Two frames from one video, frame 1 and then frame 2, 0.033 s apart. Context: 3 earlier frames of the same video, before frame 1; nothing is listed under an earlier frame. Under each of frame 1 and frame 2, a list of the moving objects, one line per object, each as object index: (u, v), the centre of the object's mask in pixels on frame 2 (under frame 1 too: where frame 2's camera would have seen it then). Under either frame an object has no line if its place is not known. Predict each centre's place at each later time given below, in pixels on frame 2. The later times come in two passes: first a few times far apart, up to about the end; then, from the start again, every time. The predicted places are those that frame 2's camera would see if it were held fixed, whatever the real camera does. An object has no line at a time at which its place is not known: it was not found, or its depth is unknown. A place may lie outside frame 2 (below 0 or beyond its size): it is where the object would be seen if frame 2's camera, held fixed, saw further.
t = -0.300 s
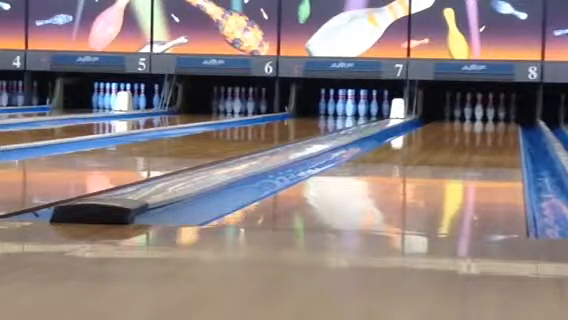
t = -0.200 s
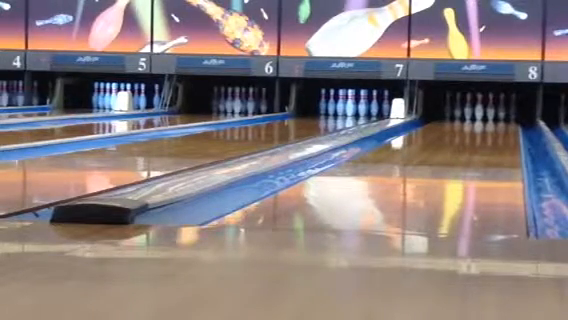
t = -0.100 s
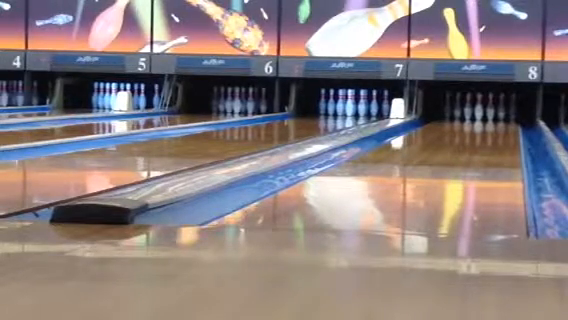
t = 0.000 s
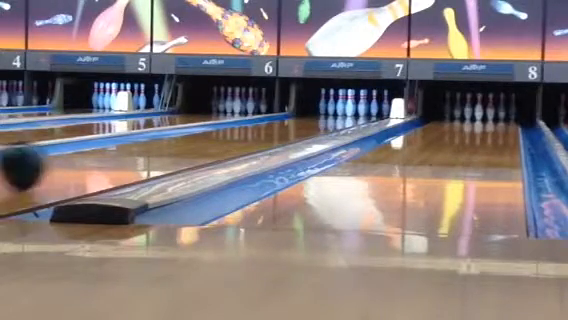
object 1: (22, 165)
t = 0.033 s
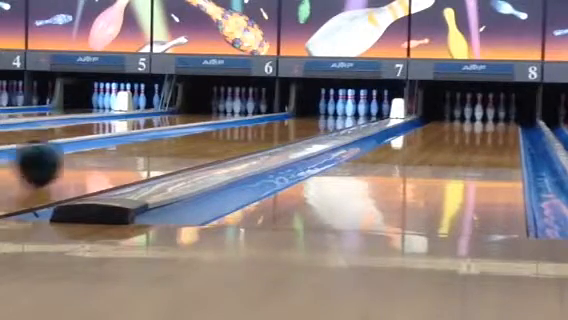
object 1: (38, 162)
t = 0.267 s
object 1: (132, 148)
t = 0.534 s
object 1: (201, 137)
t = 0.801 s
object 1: (248, 131)
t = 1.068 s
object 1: (283, 122)
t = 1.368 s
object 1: (311, 116)
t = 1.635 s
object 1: (330, 114)
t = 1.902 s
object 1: (346, 112)
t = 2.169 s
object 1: (358, 110)
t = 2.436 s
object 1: (366, 110)
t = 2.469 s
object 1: (373, 111)
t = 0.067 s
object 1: (54, 160)
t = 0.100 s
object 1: (69, 158)
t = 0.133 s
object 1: (83, 156)
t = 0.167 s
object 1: (97, 153)
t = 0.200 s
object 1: (110, 152)
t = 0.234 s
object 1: (120, 149)
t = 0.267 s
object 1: (132, 148)
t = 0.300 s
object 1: (142, 146)
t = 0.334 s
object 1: (153, 144)
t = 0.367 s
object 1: (161, 143)
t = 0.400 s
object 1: (170, 142)
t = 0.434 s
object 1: (177, 141)
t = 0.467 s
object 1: (185, 140)
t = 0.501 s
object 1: (193, 138)
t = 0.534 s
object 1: (201, 137)
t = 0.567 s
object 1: (208, 137)
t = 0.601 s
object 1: (214, 135)
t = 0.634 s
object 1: (220, 134)
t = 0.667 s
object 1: (226, 133)
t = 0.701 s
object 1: (231, 133)
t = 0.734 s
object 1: (237, 131)
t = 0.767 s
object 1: (243, 130)
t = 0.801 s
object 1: (248, 131)
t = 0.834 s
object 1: (253, 132)
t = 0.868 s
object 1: (258, 128)
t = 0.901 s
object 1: (263, 127)
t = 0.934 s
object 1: (267, 126)
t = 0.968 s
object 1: (271, 126)
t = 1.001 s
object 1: (275, 125)
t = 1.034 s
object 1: (280, 124)
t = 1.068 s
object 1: (283, 122)
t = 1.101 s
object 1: (287, 122)
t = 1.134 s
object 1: (290, 121)
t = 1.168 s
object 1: (293, 120)
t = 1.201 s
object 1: (297, 119)
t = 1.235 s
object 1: (300, 118)
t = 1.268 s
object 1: (303, 118)
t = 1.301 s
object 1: (305, 117)
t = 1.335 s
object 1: (309, 117)
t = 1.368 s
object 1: (311, 116)
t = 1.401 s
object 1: (313, 117)
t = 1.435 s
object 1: (315, 117)
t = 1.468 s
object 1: (318, 117)
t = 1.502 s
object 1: (319, 116)
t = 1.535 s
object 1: (324, 117)
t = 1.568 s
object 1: (325, 117)
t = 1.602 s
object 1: (329, 115)
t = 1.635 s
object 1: (330, 114)
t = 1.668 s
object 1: (332, 114)
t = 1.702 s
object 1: (333, 114)
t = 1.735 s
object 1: (337, 115)
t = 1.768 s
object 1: (339, 114)
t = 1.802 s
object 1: (340, 113)
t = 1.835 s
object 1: (342, 113)
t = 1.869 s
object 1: (344, 112)
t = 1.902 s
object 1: (346, 112)
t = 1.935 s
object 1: (348, 112)
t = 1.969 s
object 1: (349, 111)
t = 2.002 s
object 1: (350, 112)
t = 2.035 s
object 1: (352, 111)
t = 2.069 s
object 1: (354, 111)
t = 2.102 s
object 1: (355, 110)
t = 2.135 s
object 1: (356, 110)
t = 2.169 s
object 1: (358, 110)
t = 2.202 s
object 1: (359, 111)
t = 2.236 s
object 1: (360, 110)
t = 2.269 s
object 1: (360, 110)
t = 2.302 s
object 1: (361, 111)
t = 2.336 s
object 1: (362, 110)
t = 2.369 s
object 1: (361, 111)
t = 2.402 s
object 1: (361, 110)
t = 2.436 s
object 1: (366, 110)
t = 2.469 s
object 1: (373, 111)
